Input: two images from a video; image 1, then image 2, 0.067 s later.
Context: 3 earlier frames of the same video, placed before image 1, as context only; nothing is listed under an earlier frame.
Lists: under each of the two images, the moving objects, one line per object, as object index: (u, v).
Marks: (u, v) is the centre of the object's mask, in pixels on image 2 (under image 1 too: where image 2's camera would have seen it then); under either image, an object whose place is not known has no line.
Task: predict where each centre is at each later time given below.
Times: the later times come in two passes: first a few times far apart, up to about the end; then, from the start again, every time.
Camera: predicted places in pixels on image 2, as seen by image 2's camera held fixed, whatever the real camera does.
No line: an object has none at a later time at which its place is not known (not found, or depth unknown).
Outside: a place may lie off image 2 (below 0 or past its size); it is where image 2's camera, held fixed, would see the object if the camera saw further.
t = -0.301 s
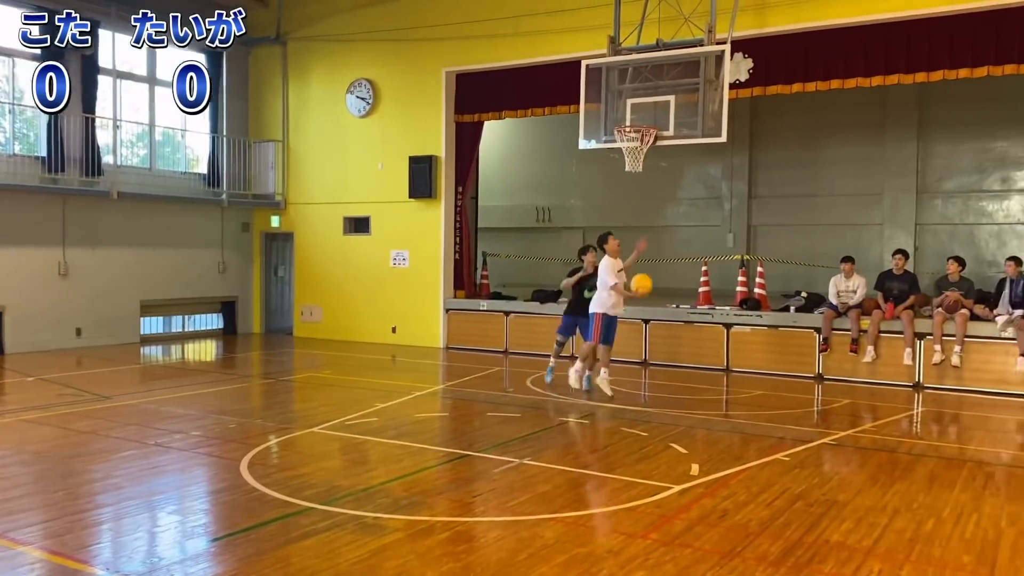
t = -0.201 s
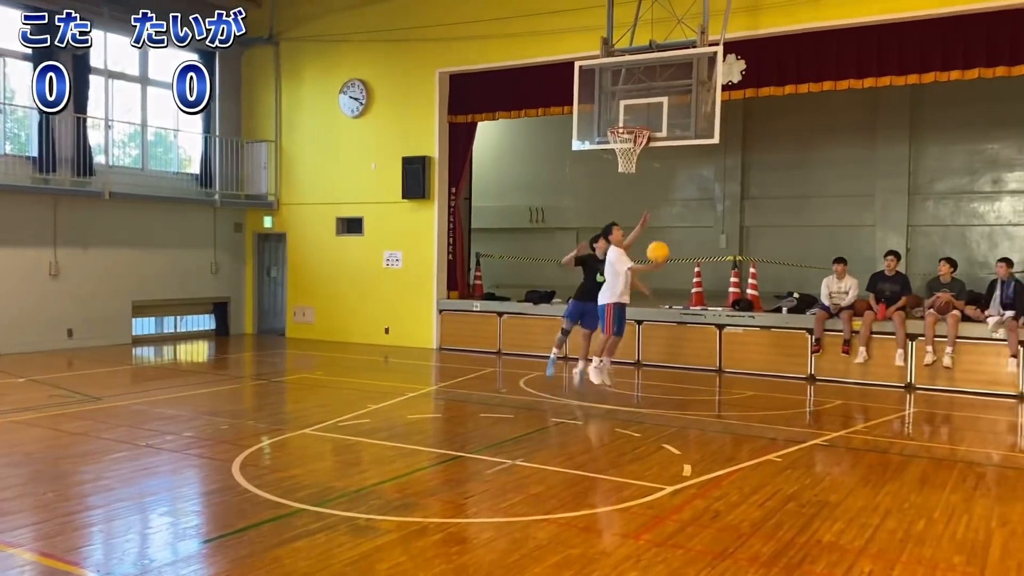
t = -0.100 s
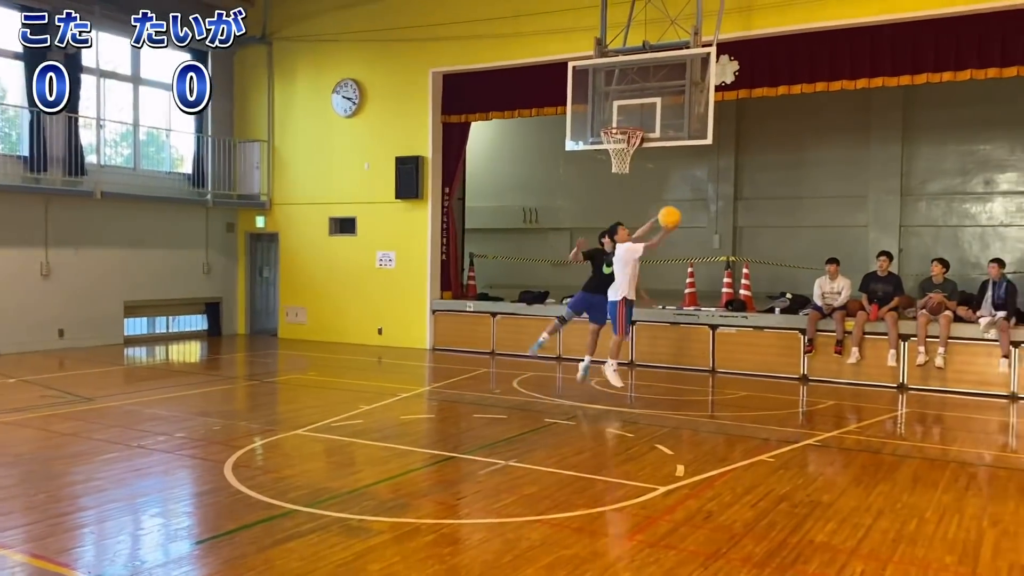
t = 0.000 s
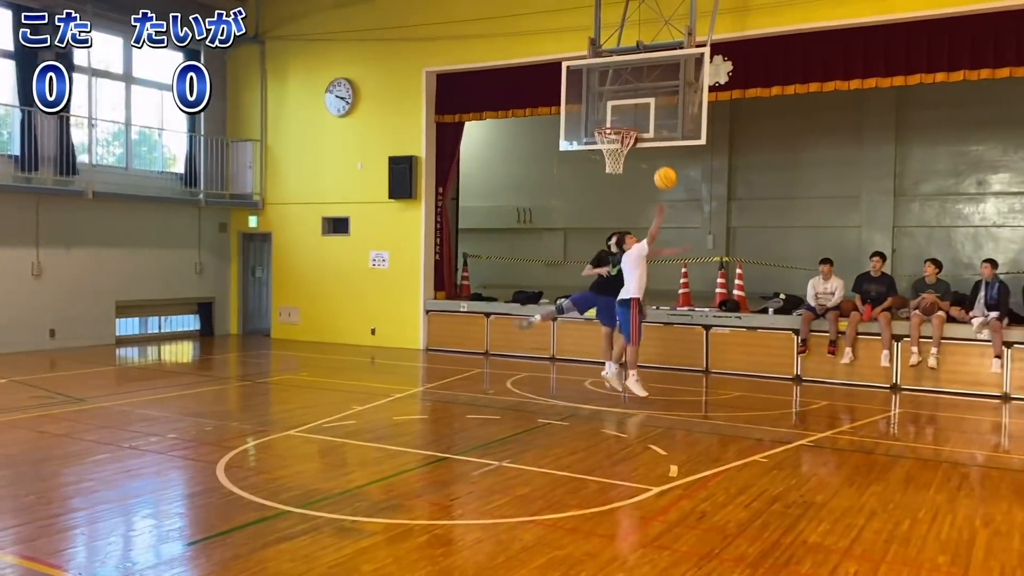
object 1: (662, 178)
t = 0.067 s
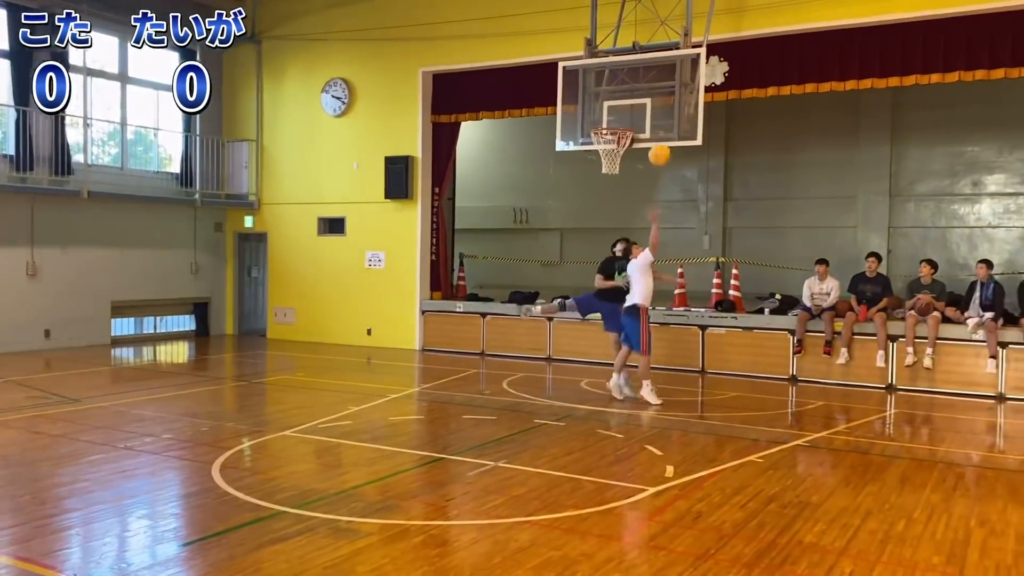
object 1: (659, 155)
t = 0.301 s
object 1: (651, 107)
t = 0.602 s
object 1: (627, 120)
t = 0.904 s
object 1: (611, 143)
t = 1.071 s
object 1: (604, 182)
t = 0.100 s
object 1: (658, 144)
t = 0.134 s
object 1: (658, 135)
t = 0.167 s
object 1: (657, 127)
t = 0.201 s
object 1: (655, 121)
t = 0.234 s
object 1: (655, 115)
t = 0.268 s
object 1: (653, 110)
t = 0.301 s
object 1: (651, 107)
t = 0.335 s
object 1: (648, 105)
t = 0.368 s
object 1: (645, 104)
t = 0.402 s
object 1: (643, 104)
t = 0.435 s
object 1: (640, 106)
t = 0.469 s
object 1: (637, 108)
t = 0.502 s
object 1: (634, 111)
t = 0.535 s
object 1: (631, 115)
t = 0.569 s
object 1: (629, 120)
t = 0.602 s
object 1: (627, 120)
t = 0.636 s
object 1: (625, 119)
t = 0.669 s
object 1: (624, 119)
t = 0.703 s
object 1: (622, 119)
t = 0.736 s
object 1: (620, 120)
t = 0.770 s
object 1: (618, 121)
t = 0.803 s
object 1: (617, 126)
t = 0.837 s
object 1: (615, 131)
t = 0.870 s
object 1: (613, 137)
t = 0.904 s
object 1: (611, 143)
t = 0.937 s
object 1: (609, 151)
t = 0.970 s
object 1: (609, 157)
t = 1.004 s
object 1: (607, 164)
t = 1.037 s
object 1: (606, 172)
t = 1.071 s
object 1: (604, 182)
